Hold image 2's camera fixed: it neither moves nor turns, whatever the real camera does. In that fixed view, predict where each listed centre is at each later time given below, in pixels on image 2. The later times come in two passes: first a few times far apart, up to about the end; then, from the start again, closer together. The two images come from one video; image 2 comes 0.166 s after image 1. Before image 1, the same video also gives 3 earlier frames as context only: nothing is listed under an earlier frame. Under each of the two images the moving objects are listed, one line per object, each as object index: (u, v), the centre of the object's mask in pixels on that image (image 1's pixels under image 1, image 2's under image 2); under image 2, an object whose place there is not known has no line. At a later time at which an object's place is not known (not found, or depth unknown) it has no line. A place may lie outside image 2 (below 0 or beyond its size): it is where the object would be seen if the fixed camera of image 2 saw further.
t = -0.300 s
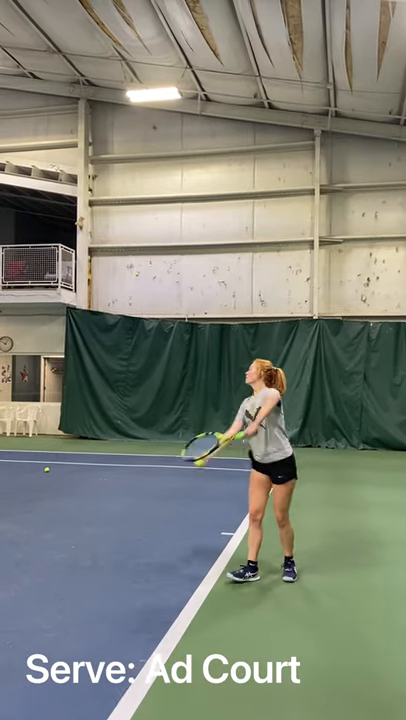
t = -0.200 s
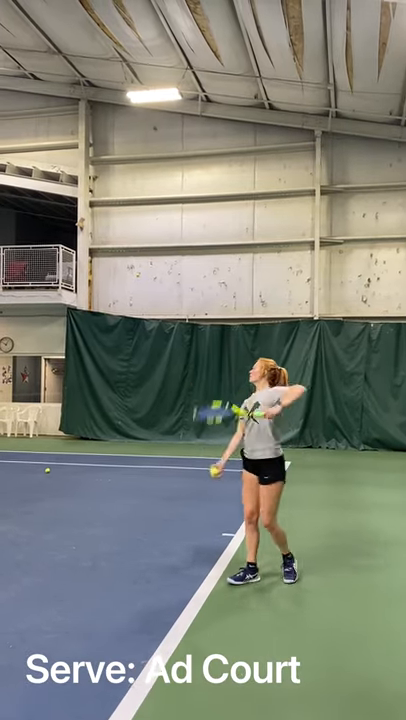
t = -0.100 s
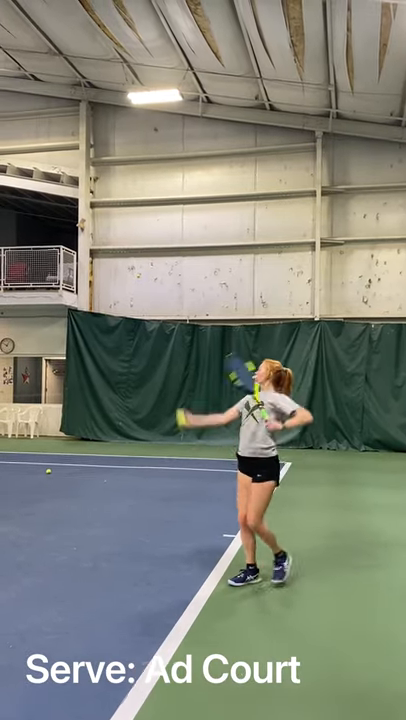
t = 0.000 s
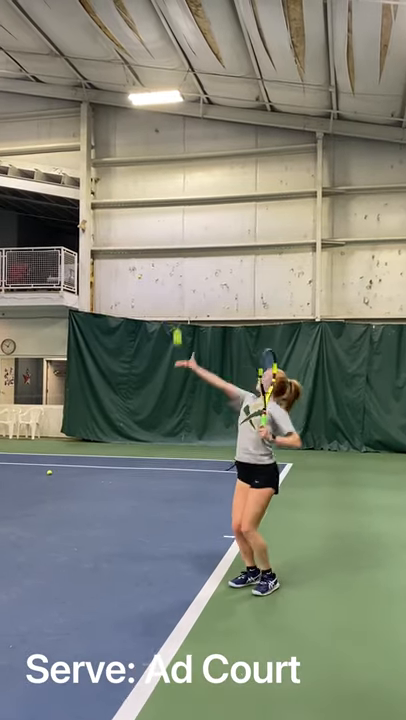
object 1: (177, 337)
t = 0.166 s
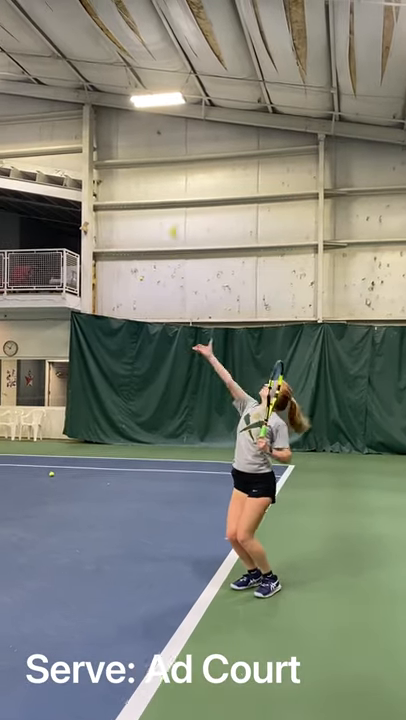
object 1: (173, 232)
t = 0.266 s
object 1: (170, 183)
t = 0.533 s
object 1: (160, 116)
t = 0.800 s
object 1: (148, 137)
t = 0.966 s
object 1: (139, 198)
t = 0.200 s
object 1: (172, 214)
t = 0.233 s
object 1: (170, 197)
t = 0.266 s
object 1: (170, 183)
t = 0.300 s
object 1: (169, 168)
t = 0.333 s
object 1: (167, 157)
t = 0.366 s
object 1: (166, 147)
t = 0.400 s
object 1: (165, 137)
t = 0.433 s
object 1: (164, 130)
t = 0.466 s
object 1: (162, 124)
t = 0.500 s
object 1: (161, 119)
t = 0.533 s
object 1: (160, 116)
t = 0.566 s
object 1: (158, 114)
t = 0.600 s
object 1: (157, 114)
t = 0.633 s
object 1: (156, 114)
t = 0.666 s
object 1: (154, 116)
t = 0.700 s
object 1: (153, 119)
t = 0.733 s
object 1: (151, 124)
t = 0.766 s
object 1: (150, 130)
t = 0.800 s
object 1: (148, 137)
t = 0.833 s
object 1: (146, 146)
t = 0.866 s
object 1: (145, 158)
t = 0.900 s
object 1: (145, 168)
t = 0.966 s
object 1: (139, 198)
